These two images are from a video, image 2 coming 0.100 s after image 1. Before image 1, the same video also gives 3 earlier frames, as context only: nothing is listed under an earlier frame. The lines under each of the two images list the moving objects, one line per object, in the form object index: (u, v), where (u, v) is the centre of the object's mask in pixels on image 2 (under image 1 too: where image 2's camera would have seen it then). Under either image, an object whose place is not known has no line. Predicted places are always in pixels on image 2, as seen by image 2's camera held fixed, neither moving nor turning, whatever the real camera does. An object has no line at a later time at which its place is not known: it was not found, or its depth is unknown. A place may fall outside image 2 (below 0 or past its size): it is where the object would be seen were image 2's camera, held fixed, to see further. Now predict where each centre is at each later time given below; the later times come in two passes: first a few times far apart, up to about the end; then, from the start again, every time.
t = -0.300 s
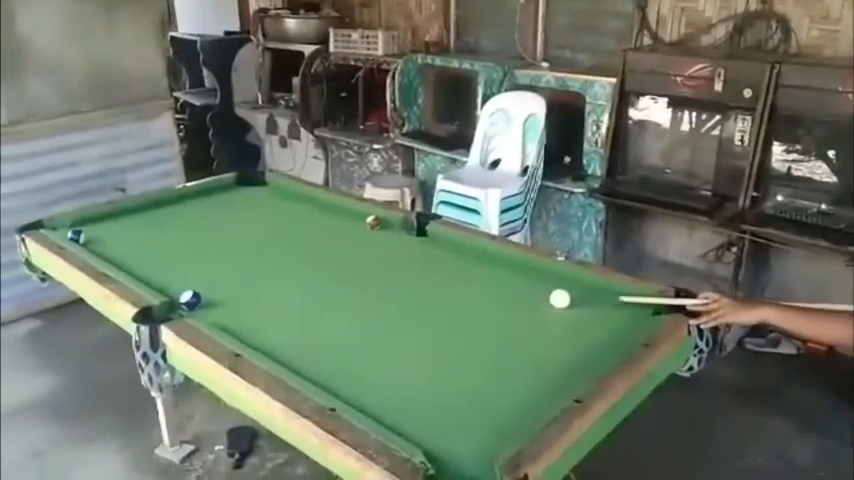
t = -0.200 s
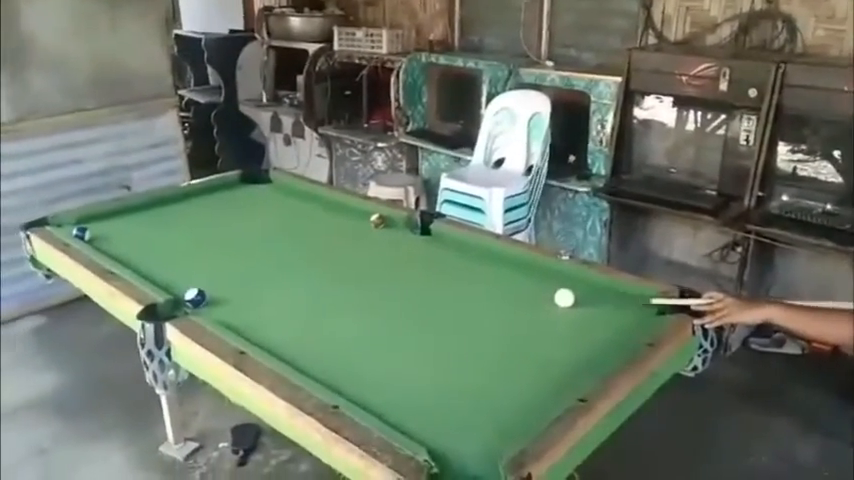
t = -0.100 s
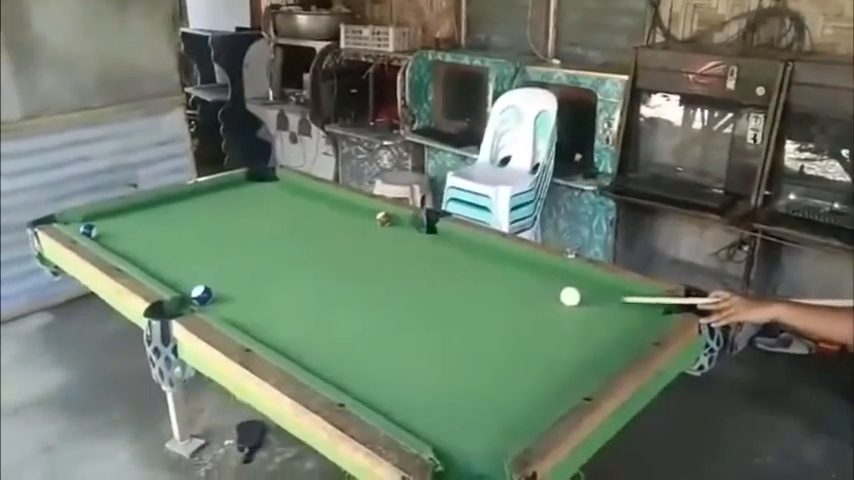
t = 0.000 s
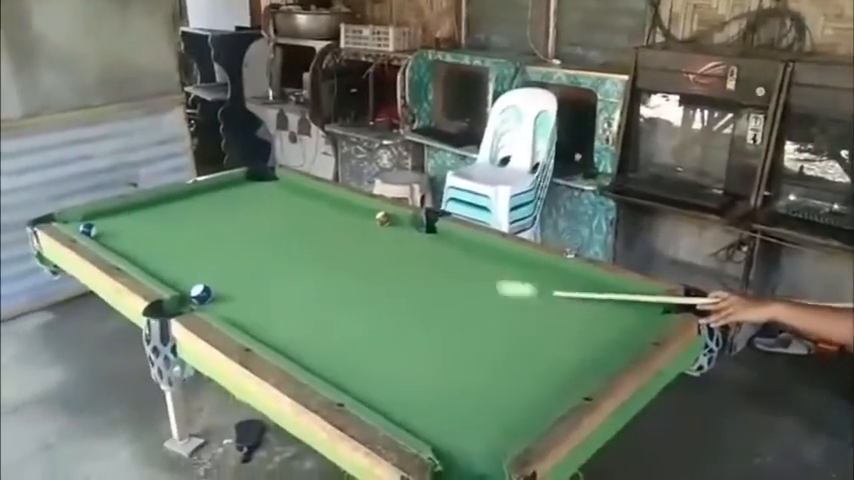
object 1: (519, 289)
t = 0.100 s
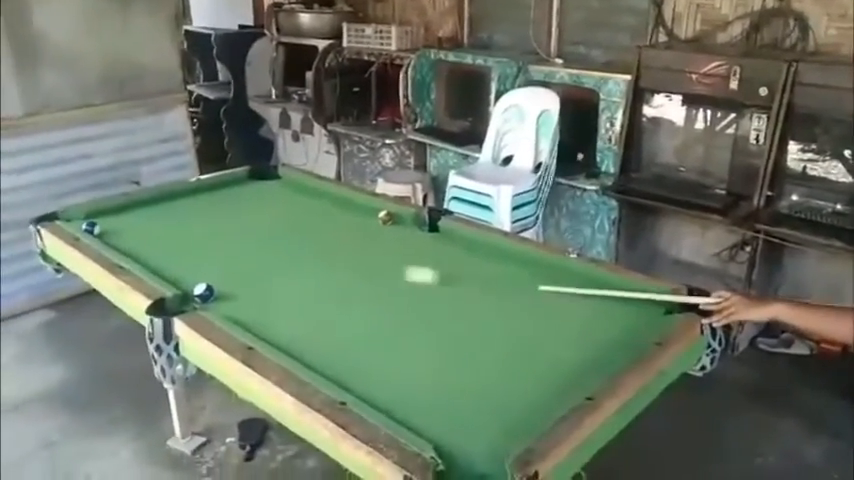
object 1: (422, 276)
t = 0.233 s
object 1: (317, 261)
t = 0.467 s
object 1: (161, 240)
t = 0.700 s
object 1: (92, 231)
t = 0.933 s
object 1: (93, 226)
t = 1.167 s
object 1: (96, 221)
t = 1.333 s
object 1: (98, 217)
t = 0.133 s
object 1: (393, 271)
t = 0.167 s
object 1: (366, 268)
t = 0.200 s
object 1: (342, 265)
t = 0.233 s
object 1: (317, 261)
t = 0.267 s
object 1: (292, 258)
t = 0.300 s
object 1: (269, 255)
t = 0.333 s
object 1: (246, 252)
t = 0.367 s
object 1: (224, 249)
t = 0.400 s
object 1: (202, 245)
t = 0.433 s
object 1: (180, 243)
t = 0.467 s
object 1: (161, 240)
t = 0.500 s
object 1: (141, 236)
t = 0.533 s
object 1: (121, 234)
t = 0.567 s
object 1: (104, 232)
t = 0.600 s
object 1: (99, 232)
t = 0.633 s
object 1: (95, 231)
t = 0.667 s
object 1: (92, 231)
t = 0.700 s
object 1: (92, 231)
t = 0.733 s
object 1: (92, 230)
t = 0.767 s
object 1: (93, 230)
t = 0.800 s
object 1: (93, 229)
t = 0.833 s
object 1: (93, 228)
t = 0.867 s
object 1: (93, 228)
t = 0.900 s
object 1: (93, 227)
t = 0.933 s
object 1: (93, 226)
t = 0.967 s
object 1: (94, 225)
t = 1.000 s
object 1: (94, 224)
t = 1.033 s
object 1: (95, 223)
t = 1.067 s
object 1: (96, 223)
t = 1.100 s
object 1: (96, 223)
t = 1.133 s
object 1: (96, 222)
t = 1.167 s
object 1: (96, 221)
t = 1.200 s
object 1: (97, 220)
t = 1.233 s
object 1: (97, 220)
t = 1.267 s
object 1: (98, 218)
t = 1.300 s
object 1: (98, 218)
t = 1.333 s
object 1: (98, 217)
